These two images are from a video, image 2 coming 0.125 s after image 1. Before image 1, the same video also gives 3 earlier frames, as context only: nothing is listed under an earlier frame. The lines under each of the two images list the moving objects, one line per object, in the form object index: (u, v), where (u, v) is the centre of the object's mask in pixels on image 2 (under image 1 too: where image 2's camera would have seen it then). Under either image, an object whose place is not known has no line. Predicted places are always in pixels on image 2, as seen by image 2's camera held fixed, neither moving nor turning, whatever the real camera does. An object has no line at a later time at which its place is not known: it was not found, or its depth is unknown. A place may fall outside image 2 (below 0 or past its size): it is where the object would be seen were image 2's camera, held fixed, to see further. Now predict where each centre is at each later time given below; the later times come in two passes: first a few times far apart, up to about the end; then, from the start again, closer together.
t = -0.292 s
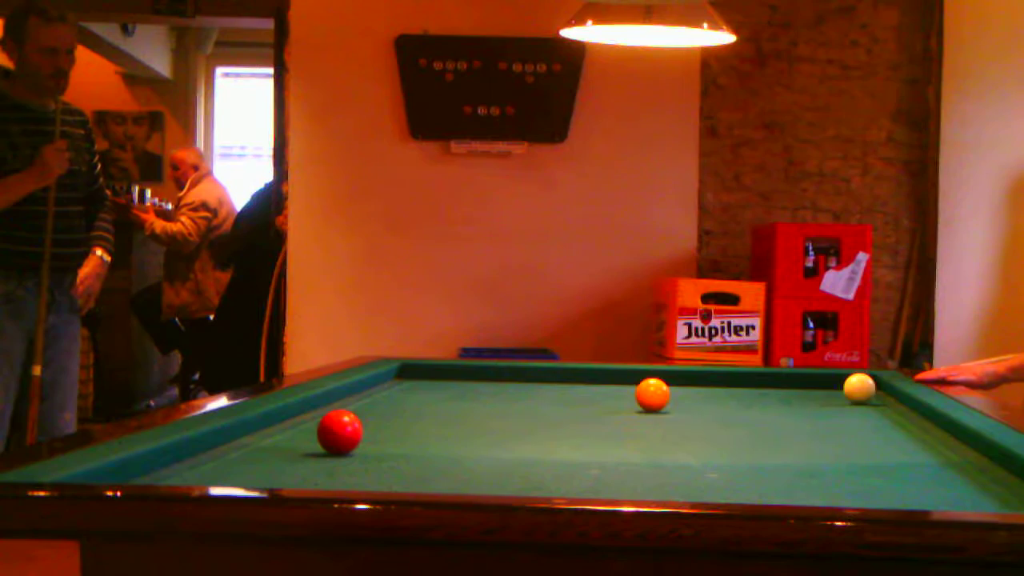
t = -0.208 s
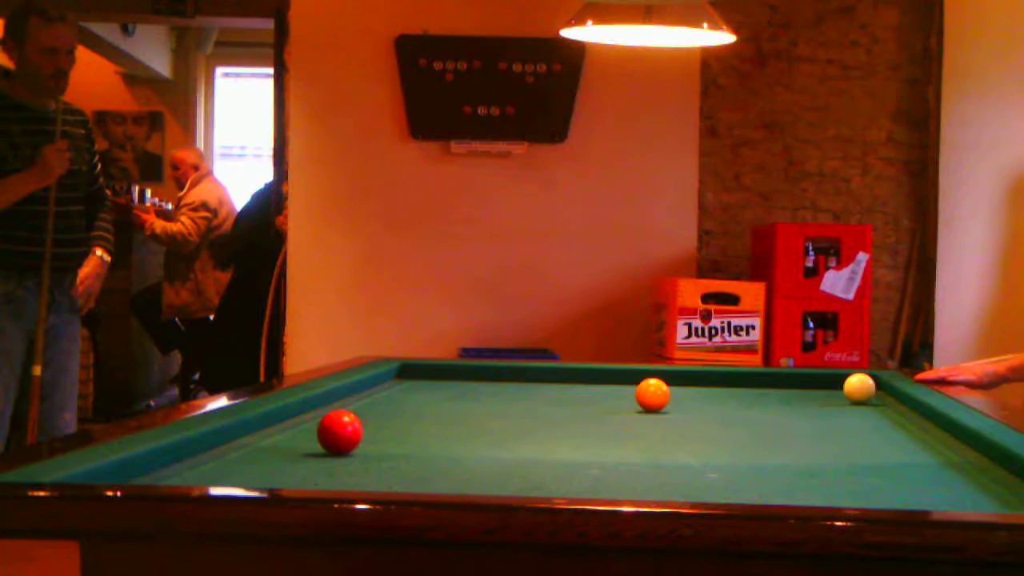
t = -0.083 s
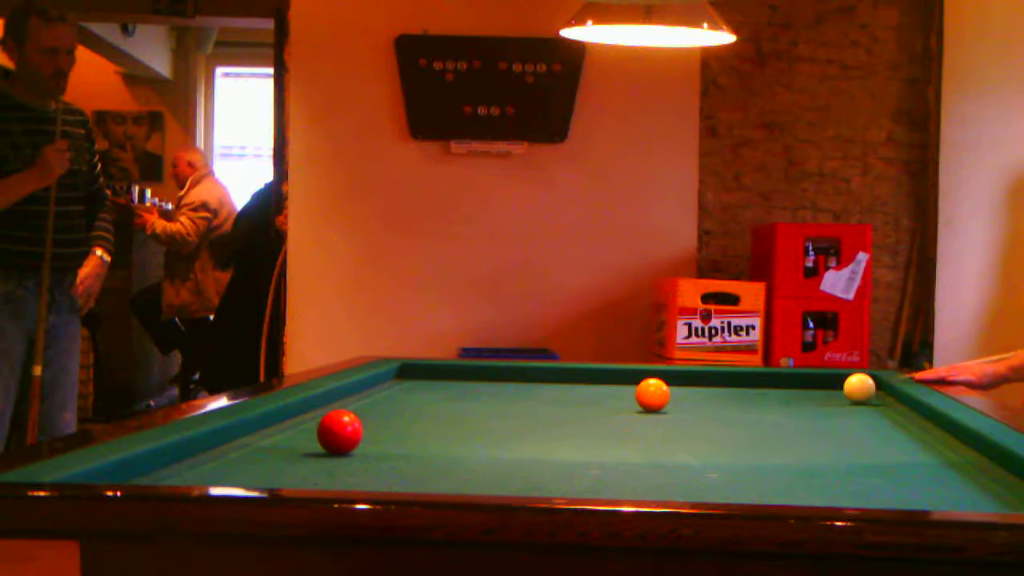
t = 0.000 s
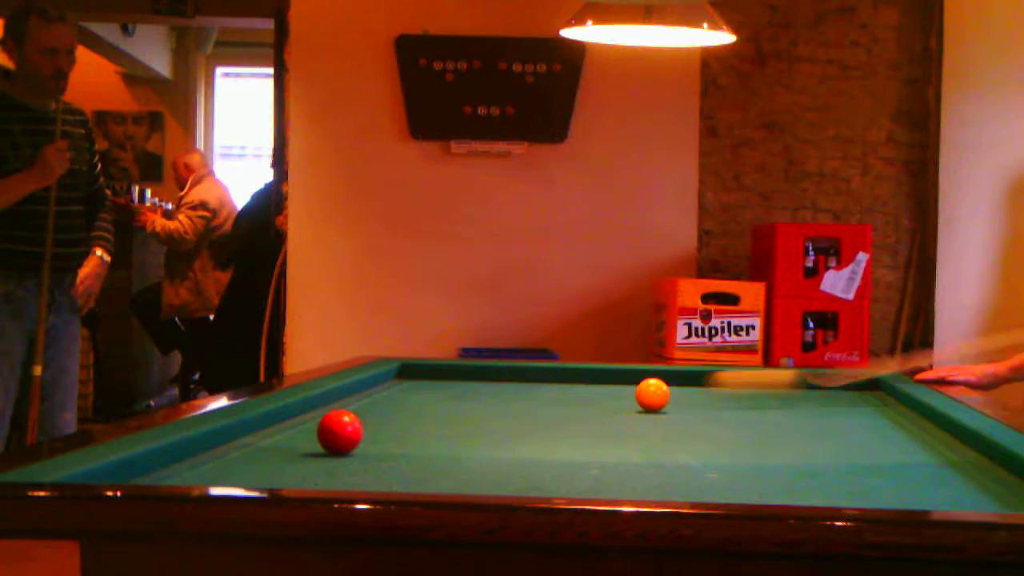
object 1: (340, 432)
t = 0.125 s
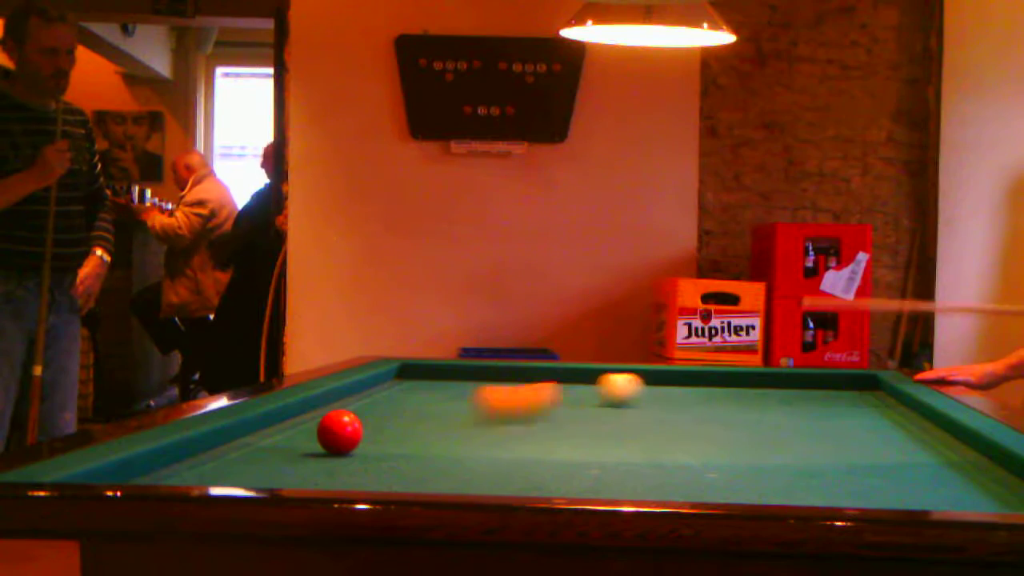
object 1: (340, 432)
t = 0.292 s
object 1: (340, 432)
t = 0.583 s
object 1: (548, 475)
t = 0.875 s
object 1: (737, 482)
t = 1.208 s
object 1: (874, 467)
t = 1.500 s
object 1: (971, 451)
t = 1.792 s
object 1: (902, 438)
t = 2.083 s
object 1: (829, 425)
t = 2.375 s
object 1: (767, 414)
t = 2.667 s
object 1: (717, 402)
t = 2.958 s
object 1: (665, 397)
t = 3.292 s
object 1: (617, 390)
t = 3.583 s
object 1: (580, 384)
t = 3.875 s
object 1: (546, 378)
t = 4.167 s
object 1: (515, 373)
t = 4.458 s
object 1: (488, 368)
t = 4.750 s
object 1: (456, 369)
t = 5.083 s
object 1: (419, 371)
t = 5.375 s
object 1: (401, 372)
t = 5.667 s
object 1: (412, 375)
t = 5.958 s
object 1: (424, 377)
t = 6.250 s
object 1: (434, 378)
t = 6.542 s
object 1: (443, 380)
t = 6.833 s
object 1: (451, 381)
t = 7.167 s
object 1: (459, 383)
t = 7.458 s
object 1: (464, 384)
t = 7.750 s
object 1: (468, 385)
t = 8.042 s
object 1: (472, 386)
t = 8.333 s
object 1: (475, 386)
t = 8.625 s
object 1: (477, 387)
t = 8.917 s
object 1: (478, 387)
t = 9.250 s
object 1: (478, 387)
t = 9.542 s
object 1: (478, 387)
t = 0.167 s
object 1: (340, 432)
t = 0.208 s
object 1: (339, 432)
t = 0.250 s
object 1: (340, 432)
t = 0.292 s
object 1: (340, 432)
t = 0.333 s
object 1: (360, 435)
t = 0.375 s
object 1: (388, 441)
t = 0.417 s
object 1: (419, 449)
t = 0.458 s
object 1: (451, 456)
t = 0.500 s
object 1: (482, 464)
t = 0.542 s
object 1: (516, 470)
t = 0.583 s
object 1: (548, 475)
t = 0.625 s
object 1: (582, 479)
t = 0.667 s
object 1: (618, 483)
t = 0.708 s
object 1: (656, 488)
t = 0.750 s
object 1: (678, 487)
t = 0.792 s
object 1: (697, 485)
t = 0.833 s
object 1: (717, 483)
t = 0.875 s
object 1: (737, 482)
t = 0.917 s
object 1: (756, 481)
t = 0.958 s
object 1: (775, 480)
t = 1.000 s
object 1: (792, 478)
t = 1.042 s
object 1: (809, 476)
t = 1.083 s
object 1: (827, 474)
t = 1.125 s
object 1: (843, 471)
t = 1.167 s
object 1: (859, 469)
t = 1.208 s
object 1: (874, 467)
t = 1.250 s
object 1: (889, 465)
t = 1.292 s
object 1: (904, 462)
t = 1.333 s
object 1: (918, 460)
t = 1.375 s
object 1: (932, 458)
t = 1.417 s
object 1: (945, 456)
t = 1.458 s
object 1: (958, 454)
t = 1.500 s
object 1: (971, 451)
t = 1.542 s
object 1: (973, 449)
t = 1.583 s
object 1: (961, 448)
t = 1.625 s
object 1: (949, 445)
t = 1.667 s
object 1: (936, 443)
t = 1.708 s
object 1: (924, 441)
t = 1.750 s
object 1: (913, 439)
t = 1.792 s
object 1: (902, 438)
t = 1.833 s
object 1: (891, 435)
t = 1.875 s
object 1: (880, 434)
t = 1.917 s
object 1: (869, 432)
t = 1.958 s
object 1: (859, 430)
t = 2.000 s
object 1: (849, 428)
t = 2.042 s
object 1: (839, 427)
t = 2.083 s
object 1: (829, 425)
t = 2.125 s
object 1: (820, 423)
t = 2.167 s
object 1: (810, 422)
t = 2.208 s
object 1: (802, 420)
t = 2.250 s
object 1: (792, 419)
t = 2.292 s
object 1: (784, 417)
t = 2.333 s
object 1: (775, 416)
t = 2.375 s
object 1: (767, 414)
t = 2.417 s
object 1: (759, 413)
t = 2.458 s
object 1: (751, 412)
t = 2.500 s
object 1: (743, 410)
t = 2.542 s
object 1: (735, 409)
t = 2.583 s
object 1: (727, 408)
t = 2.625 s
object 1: (722, 406)
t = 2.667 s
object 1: (717, 402)
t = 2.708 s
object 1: (708, 397)
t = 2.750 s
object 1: (696, 395)
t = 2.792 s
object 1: (688, 398)
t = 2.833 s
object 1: (683, 400)
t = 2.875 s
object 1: (678, 400)
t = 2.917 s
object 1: (671, 399)
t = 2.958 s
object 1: (665, 397)
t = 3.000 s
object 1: (658, 396)
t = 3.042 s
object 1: (652, 395)
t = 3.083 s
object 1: (646, 394)
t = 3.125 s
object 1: (640, 394)
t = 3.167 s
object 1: (635, 392)
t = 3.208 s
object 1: (629, 392)
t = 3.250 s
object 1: (623, 390)
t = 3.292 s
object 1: (617, 390)
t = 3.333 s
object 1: (611, 389)
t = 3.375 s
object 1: (606, 388)
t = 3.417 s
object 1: (601, 387)
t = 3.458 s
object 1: (595, 386)
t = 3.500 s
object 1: (590, 385)
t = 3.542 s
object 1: (585, 385)
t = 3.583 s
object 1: (580, 384)
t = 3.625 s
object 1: (574, 383)
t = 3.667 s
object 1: (570, 382)
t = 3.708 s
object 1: (565, 381)
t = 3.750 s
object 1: (560, 380)
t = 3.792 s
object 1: (555, 380)
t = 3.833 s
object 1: (550, 379)
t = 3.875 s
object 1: (546, 378)
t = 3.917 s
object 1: (541, 378)
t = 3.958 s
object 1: (537, 376)
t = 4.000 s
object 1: (533, 376)
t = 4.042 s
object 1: (528, 375)
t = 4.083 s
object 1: (524, 374)
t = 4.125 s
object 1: (519, 374)
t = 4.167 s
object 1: (515, 373)
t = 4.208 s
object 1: (512, 373)
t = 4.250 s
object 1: (507, 372)
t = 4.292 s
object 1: (503, 371)
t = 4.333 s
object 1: (499, 371)
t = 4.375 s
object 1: (495, 370)
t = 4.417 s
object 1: (491, 369)
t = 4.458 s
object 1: (488, 368)
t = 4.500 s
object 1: (483, 368)
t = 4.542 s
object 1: (479, 368)
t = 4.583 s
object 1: (474, 368)
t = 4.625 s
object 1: (469, 368)
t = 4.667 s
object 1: (465, 369)
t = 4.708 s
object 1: (461, 369)
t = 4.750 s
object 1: (456, 369)
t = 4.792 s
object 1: (451, 369)
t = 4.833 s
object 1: (447, 369)
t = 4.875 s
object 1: (442, 370)
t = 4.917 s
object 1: (438, 370)
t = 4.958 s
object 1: (433, 370)
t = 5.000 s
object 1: (428, 370)
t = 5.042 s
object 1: (424, 370)
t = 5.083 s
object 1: (419, 371)
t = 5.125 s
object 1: (414, 371)
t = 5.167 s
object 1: (410, 372)
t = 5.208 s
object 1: (406, 371)
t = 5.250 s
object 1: (401, 372)
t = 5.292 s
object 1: (397, 372)
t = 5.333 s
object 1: (399, 372)
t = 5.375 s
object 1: (401, 372)
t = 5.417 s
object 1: (402, 372)
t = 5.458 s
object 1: (404, 371)
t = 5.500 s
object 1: (406, 371)
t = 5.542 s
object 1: (408, 372)
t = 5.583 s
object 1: (410, 373)
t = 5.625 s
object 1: (411, 374)
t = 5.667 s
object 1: (412, 375)
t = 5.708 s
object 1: (414, 375)
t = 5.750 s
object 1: (416, 375)
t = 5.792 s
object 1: (417, 375)
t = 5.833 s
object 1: (419, 376)
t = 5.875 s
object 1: (421, 376)
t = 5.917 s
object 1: (422, 376)
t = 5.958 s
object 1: (424, 377)
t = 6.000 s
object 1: (425, 377)
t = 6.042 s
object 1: (427, 377)
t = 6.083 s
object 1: (428, 377)
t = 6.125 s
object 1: (430, 378)
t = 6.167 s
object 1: (431, 378)
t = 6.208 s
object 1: (433, 378)
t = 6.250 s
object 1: (434, 378)
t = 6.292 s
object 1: (435, 378)
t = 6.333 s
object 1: (436, 378)
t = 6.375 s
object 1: (438, 379)
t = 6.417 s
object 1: (439, 379)
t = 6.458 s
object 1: (441, 379)
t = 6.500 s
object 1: (442, 380)
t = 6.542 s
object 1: (443, 380)
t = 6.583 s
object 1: (445, 380)
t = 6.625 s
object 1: (445, 381)
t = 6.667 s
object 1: (447, 381)
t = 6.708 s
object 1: (448, 381)
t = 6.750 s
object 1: (449, 381)
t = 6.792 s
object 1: (450, 381)
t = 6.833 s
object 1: (451, 381)
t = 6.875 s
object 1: (452, 382)
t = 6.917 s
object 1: (453, 382)
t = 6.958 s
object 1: (454, 382)
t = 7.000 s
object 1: (455, 382)
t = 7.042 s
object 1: (456, 382)
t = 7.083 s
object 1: (457, 383)
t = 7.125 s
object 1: (458, 383)
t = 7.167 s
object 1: (459, 383)
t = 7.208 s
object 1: (460, 383)
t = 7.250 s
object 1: (460, 383)
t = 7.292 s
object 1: (461, 384)
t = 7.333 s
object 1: (462, 384)
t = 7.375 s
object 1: (463, 384)
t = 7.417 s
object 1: (463, 384)
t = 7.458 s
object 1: (464, 384)
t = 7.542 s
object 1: (465, 384)
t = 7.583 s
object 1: (466, 384)
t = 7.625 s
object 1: (466, 385)
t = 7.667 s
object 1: (467, 385)
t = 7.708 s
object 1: (468, 385)
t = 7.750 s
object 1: (468, 385)
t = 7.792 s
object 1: (468, 385)
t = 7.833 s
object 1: (469, 385)
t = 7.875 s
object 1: (470, 385)
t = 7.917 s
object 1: (470, 386)
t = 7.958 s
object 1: (471, 386)
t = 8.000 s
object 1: (471, 386)
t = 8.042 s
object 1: (472, 386)
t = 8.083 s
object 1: (473, 386)
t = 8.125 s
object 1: (473, 386)
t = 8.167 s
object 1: (474, 386)
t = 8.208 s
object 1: (474, 386)
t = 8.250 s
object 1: (474, 386)
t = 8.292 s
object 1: (475, 386)
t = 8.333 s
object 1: (475, 386)
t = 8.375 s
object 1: (475, 386)
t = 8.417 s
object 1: (476, 386)
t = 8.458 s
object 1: (476, 386)
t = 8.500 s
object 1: (476, 387)
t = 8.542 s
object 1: (477, 387)
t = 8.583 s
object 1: (477, 387)
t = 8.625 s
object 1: (477, 387)
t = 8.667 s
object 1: (477, 387)
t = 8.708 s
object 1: (478, 387)
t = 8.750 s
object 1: (477, 387)
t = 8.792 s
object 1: (478, 387)
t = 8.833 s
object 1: (478, 387)
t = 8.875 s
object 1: (478, 387)
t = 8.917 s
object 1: (478, 387)
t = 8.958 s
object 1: (478, 387)
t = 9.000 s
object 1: (478, 387)
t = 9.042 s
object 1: (478, 387)
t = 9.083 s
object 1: (478, 387)
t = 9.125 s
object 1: (478, 387)
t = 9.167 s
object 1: (478, 387)
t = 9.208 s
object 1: (478, 387)
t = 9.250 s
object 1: (478, 387)
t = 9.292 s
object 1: (478, 387)
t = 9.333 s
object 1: (478, 387)
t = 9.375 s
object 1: (478, 387)
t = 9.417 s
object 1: (478, 387)
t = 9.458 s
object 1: (478, 387)
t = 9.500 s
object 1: (479, 387)
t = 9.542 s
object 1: (478, 387)
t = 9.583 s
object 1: (478, 387)
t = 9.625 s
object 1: (478, 387)
